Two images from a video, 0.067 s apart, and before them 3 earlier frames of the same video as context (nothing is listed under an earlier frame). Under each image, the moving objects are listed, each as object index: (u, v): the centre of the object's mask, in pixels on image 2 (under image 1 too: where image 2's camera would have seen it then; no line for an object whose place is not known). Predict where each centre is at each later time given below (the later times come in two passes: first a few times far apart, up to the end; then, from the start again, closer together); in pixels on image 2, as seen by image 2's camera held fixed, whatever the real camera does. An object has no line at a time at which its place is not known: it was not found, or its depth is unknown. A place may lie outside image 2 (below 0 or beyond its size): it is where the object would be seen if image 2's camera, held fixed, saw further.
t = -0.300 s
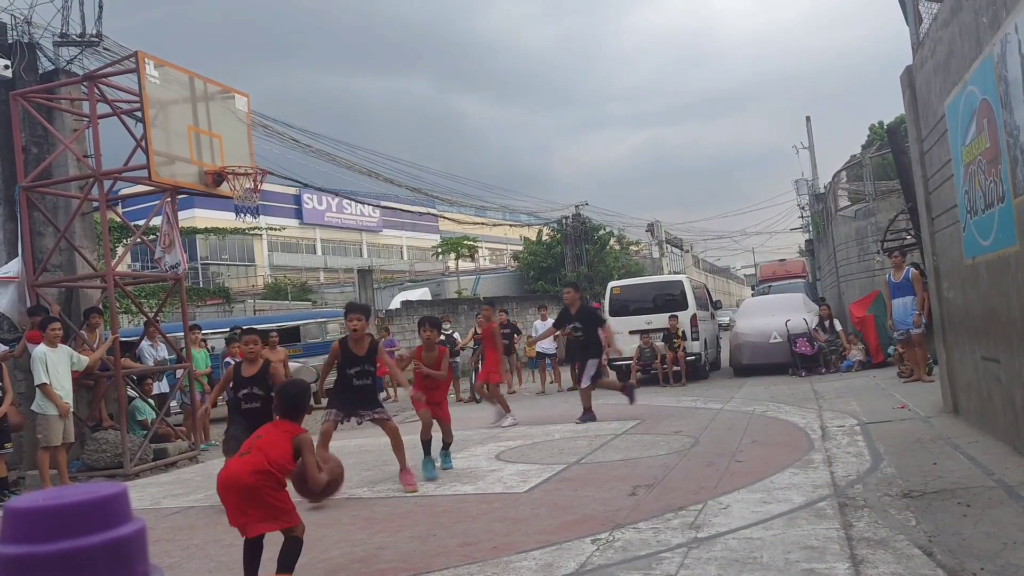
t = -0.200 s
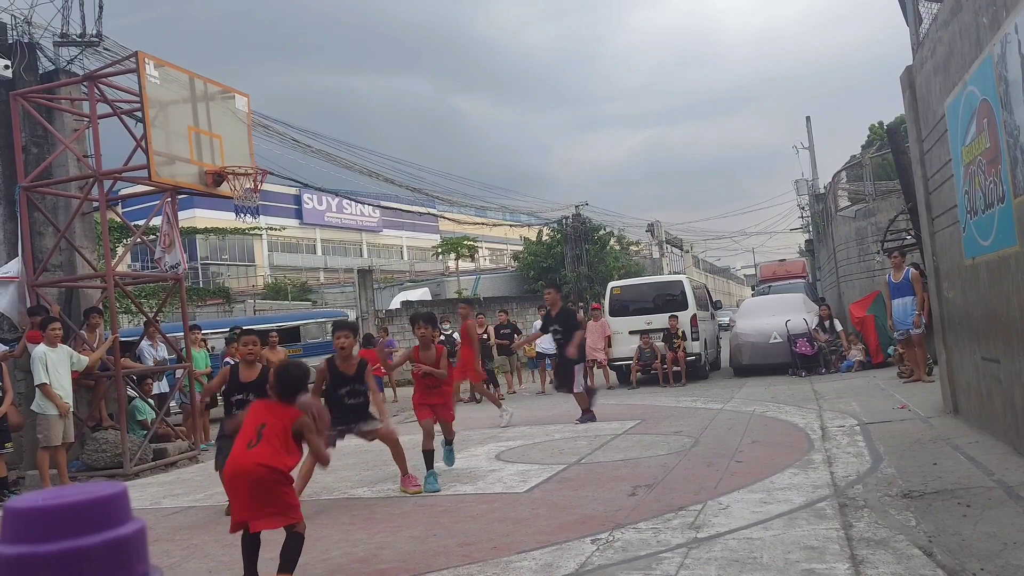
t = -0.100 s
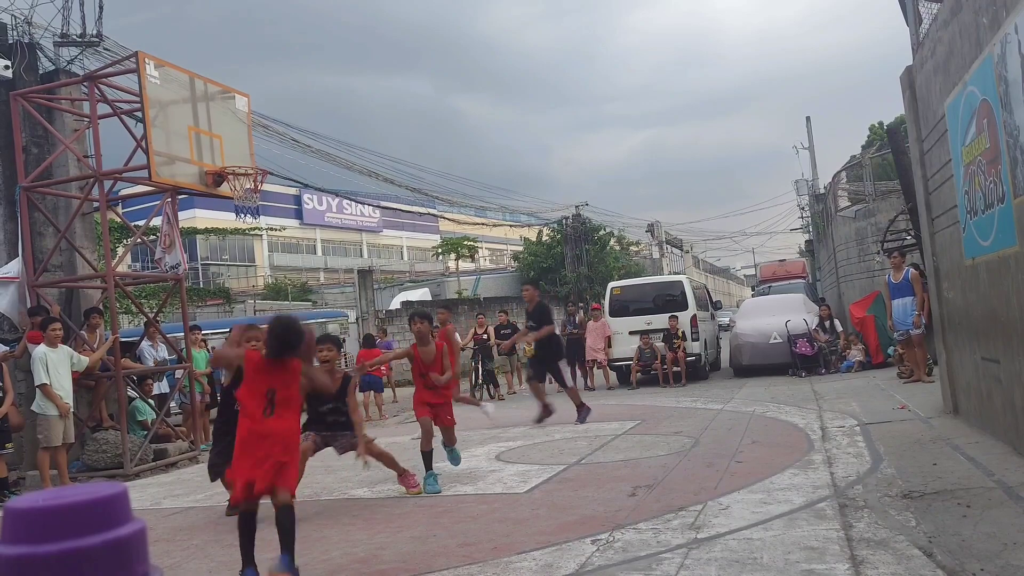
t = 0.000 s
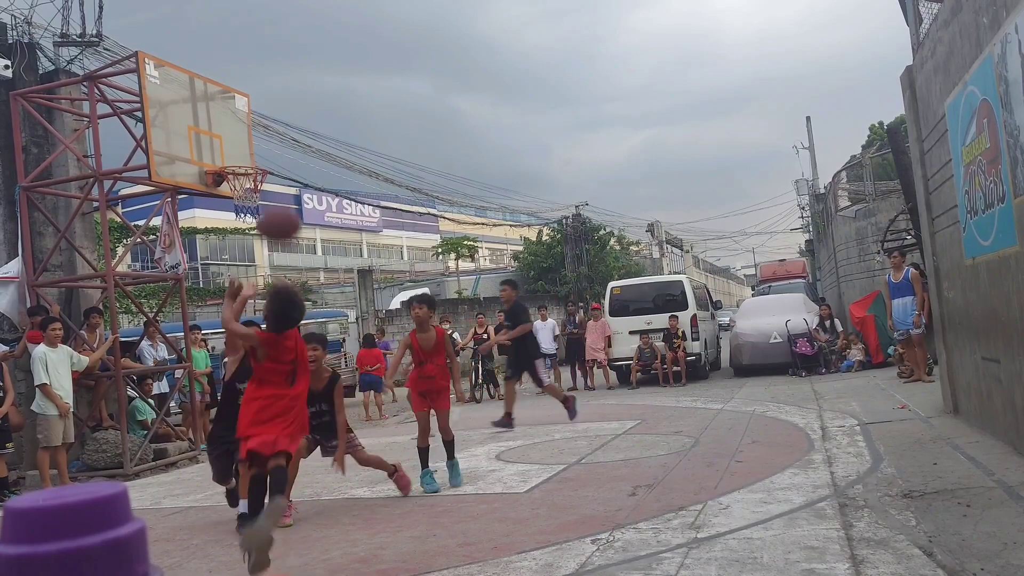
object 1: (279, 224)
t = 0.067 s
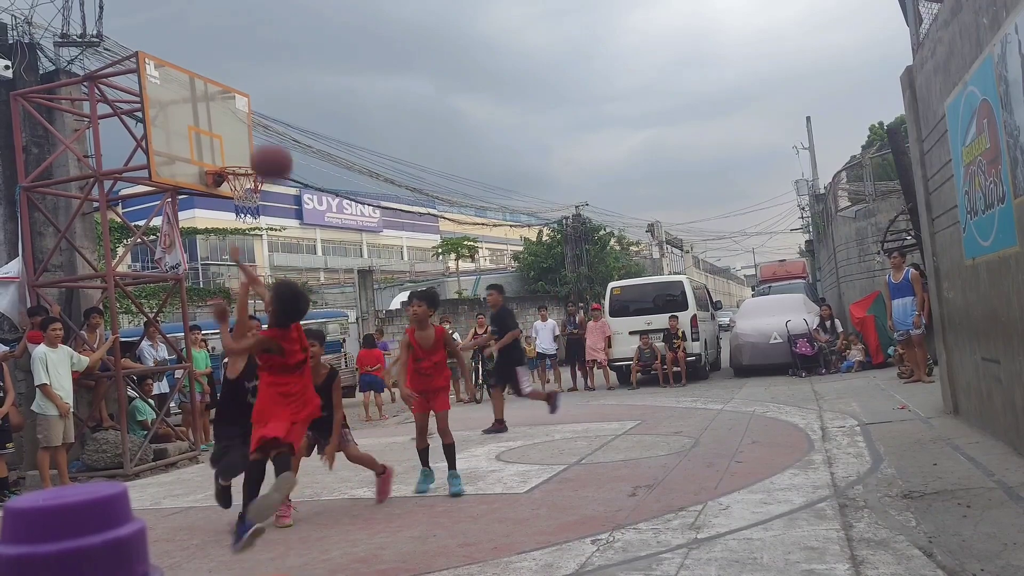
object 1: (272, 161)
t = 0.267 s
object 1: (257, 46)
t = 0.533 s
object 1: (252, 10)
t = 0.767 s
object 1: (253, 43)
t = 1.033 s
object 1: (261, 136)
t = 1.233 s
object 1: (276, 192)
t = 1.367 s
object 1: (289, 231)
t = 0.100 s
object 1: (268, 136)
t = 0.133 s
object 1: (266, 112)
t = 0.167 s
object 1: (263, 91)
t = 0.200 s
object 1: (261, 73)
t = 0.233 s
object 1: (259, 59)
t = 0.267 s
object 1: (257, 46)
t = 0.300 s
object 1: (256, 35)
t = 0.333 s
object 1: (255, 26)
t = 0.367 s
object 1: (254, 19)
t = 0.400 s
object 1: (253, 14)
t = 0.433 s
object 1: (253, 12)
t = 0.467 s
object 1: (253, 11)
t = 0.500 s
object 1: (252, 10)
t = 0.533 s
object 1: (252, 10)
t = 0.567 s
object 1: (252, 12)
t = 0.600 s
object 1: (252, 13)
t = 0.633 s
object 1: (251, 17)
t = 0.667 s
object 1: (252, 22)
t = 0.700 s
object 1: (252, 28)
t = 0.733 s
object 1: (253, 35)
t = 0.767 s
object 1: (253, 43)
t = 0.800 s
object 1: (254, 52)
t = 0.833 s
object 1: (255, 62)
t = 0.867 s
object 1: (256, 72)
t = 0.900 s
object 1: (257, 84)
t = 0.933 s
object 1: (258, 95)
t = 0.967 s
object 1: (259, 108)
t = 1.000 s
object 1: (260, 122)
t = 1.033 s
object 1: (261, 136)
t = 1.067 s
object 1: (262, 151)
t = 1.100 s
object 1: (264, 164)
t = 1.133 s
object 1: (267, 171)
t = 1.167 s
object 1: (270, 177)
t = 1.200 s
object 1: (272, 183)
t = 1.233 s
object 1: (276, 192)
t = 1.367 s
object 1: (289, 231)
